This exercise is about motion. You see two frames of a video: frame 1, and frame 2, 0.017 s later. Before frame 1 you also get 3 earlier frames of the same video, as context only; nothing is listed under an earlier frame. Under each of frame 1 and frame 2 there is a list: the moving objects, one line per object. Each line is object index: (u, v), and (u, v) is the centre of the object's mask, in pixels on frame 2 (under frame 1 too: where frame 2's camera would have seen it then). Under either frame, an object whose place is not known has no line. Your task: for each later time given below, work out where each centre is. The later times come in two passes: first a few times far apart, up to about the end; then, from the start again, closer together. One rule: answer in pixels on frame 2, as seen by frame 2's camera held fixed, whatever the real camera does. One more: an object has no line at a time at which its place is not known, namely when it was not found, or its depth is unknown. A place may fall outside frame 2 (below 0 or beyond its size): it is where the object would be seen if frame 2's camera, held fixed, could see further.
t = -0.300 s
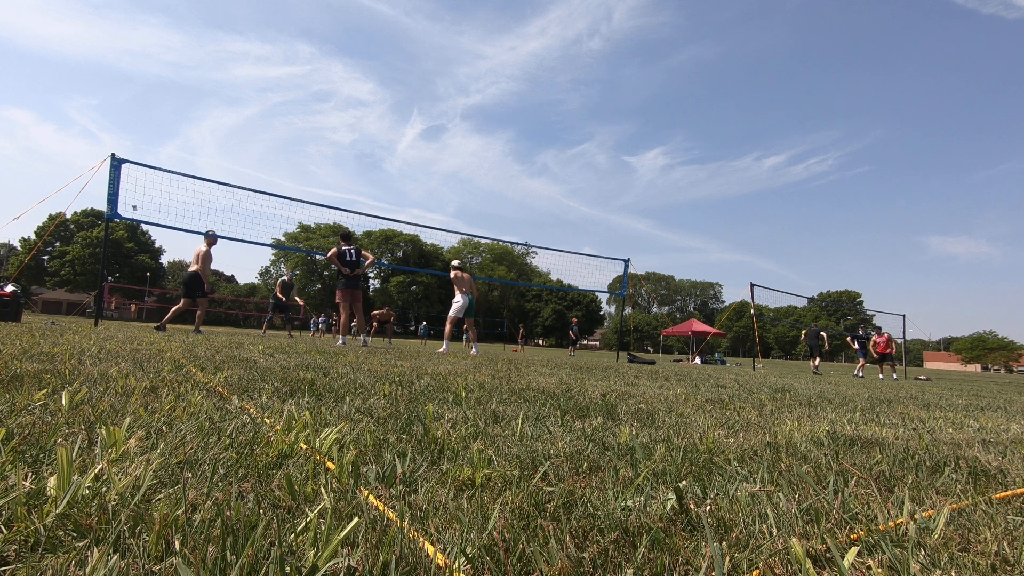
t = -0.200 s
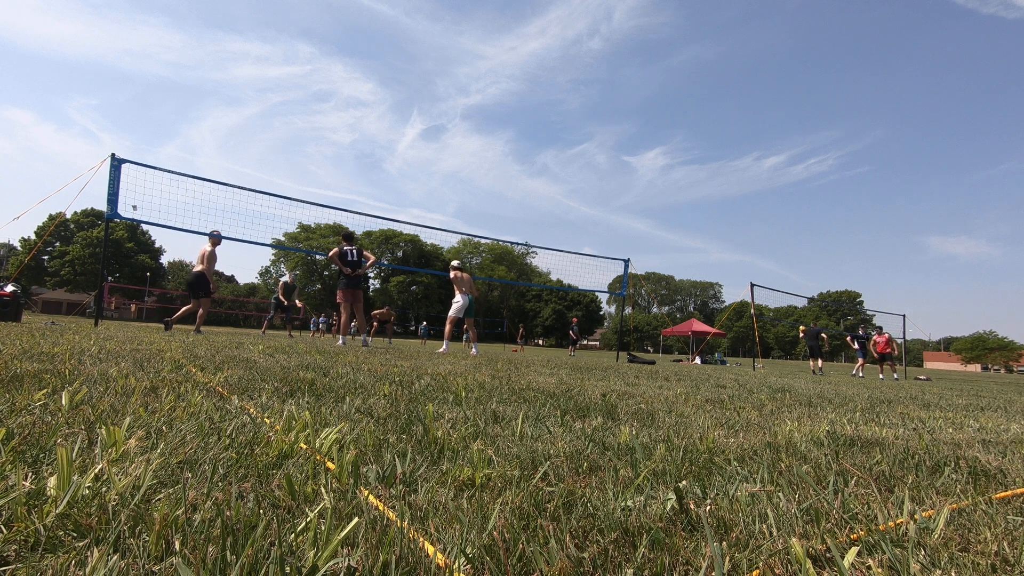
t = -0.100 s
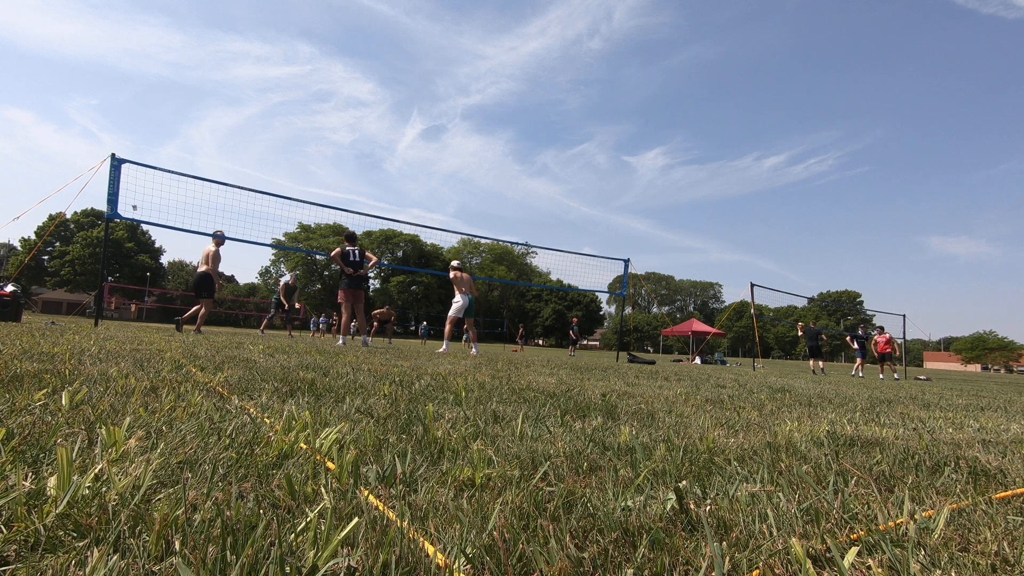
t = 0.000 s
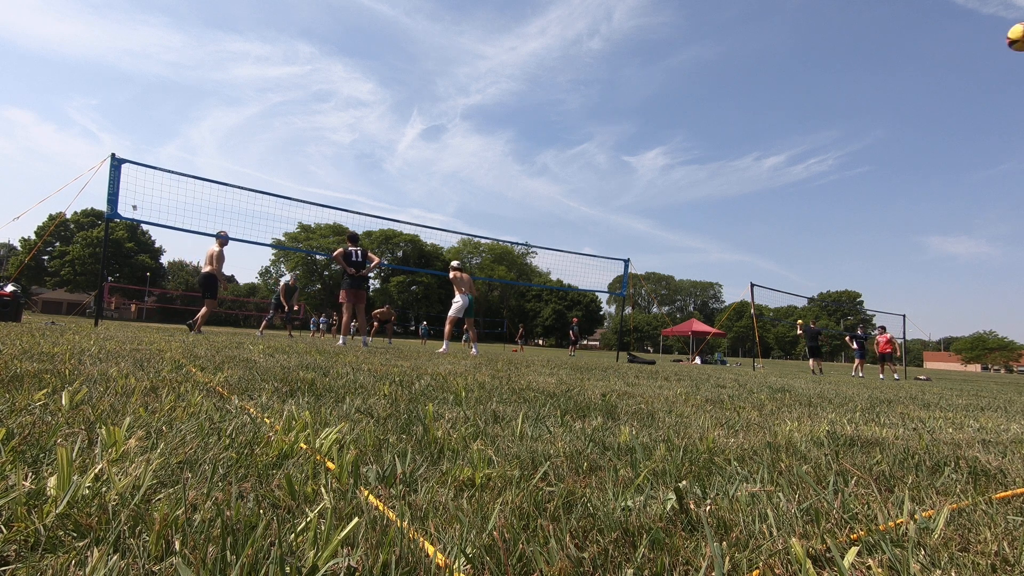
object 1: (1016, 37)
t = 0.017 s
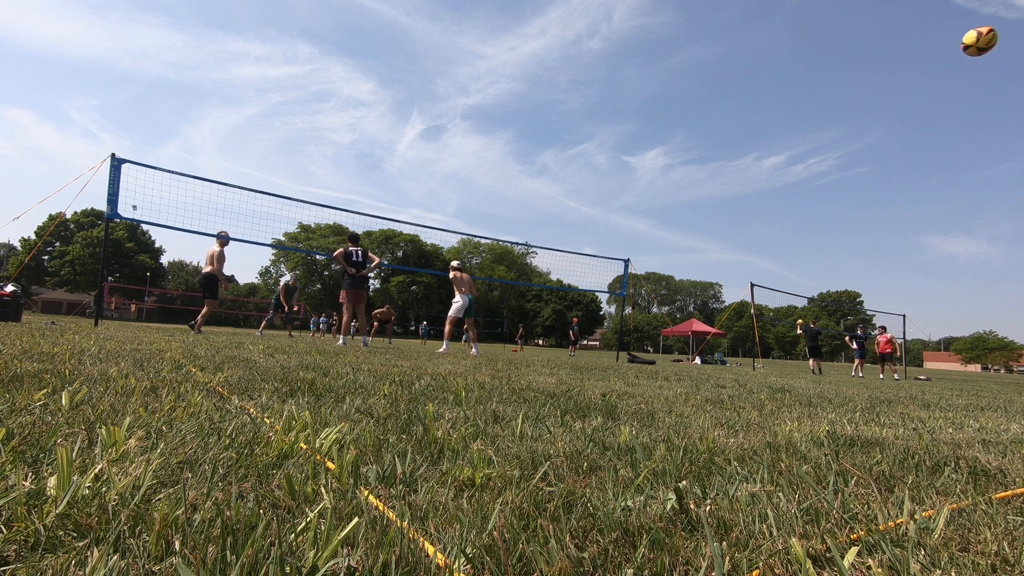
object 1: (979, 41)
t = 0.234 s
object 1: (622, 103)
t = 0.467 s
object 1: (454, 163)
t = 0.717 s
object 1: (352, 223)
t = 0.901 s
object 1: (301, 269)
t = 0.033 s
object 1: (937, 47)
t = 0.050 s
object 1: (898, 52)
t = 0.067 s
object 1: (862, 57)
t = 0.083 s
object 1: (830, 62)
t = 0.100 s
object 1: (800, 67)
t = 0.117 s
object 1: (772, 72)
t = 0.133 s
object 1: (746, 76)
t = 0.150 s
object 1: (722, 81)
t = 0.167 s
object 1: (699, 85)
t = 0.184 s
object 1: (678, 90)
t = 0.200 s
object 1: (658, 94)
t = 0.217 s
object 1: (639, 99)
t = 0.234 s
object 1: (622, 103)
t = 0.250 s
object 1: (606, 108)
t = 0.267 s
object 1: (590, 112)
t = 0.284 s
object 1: (575, 117)
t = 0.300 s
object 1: (561, 121)
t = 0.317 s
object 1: (548, 126)
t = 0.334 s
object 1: (536, 130)
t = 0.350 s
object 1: (524, 134)
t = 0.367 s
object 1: (513, 139)
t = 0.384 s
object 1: (502, 143)
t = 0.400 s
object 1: (491, 147)
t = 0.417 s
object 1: (481, 151)
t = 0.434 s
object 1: (472, 155)
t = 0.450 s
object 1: (463, 159)
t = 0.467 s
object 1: (454, 163)
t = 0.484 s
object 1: (445, 167)
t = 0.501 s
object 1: (437, 171)
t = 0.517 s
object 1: (429, 175)
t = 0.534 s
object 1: (421, 178)
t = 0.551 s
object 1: (414, 183)
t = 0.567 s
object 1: (407, 186)
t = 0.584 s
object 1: (400, 190)
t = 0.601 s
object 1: (393, 194)
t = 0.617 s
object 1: (387, 198)
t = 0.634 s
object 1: (380, 202)
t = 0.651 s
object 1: (374, 206)
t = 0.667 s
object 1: (368, 210)
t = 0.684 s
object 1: (362, 215)
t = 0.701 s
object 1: (357, 219)
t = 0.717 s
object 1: (352, 223)
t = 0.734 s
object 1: (346, 226)
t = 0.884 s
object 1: (304, 265)
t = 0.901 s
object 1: (301, 269)
